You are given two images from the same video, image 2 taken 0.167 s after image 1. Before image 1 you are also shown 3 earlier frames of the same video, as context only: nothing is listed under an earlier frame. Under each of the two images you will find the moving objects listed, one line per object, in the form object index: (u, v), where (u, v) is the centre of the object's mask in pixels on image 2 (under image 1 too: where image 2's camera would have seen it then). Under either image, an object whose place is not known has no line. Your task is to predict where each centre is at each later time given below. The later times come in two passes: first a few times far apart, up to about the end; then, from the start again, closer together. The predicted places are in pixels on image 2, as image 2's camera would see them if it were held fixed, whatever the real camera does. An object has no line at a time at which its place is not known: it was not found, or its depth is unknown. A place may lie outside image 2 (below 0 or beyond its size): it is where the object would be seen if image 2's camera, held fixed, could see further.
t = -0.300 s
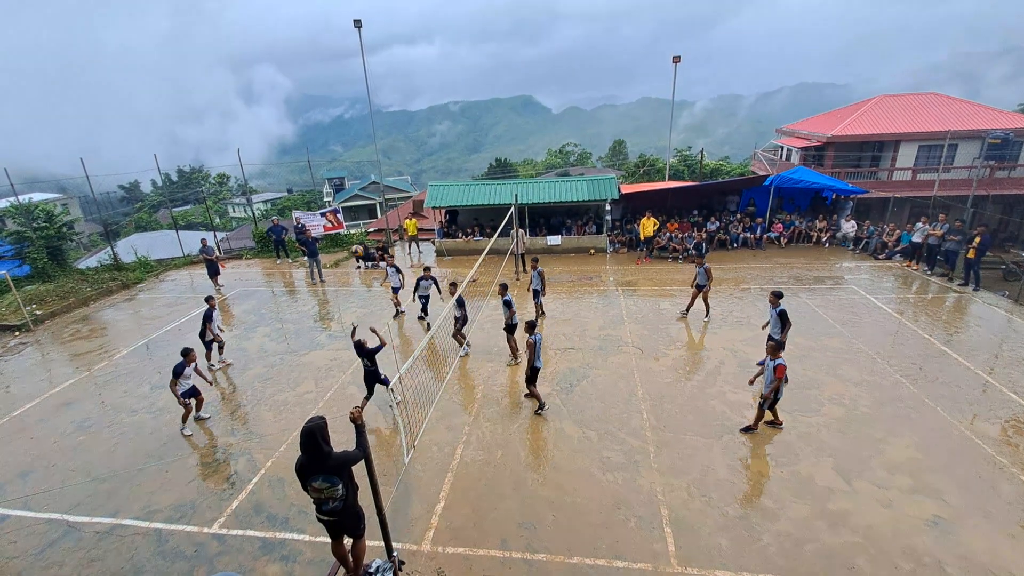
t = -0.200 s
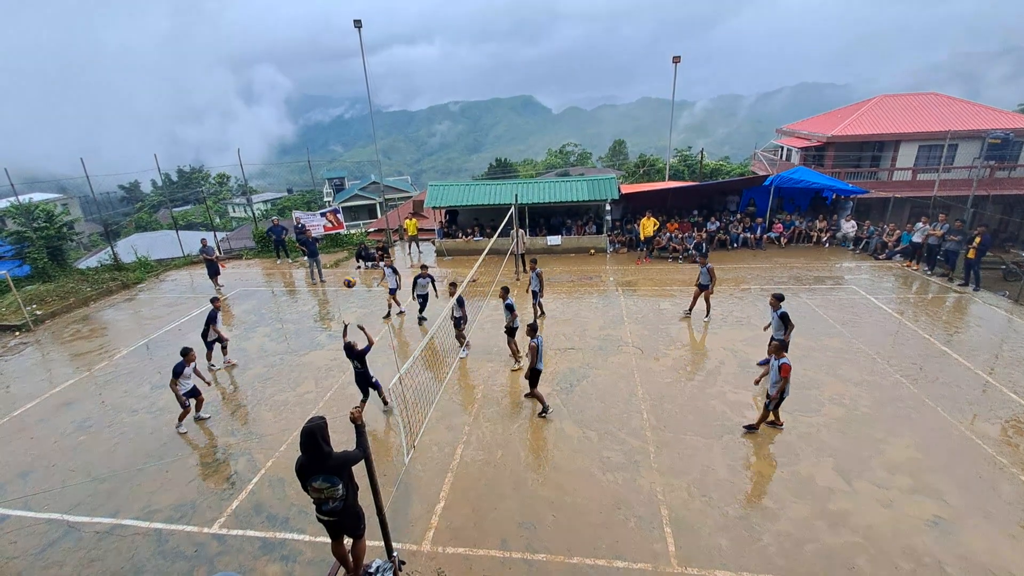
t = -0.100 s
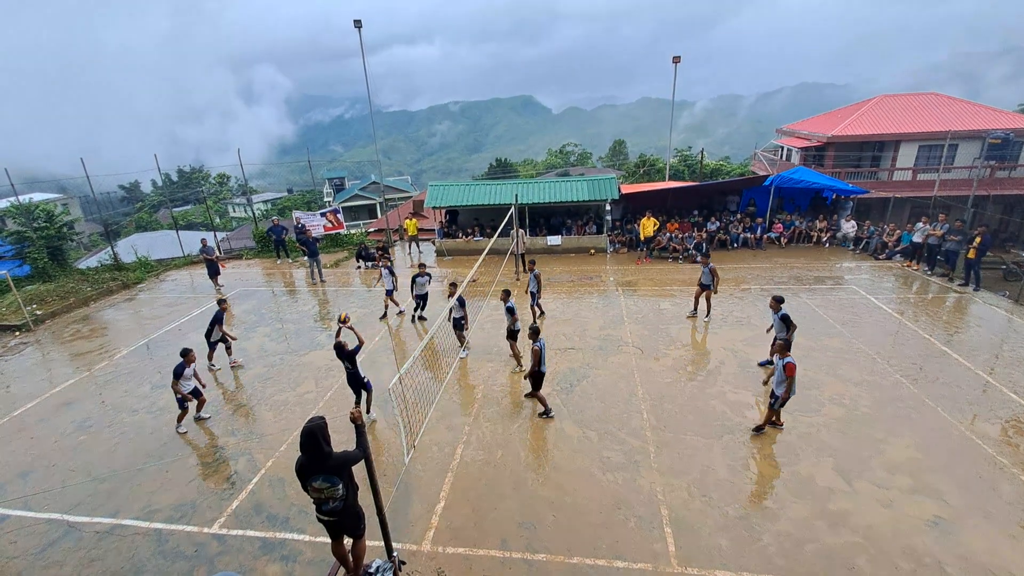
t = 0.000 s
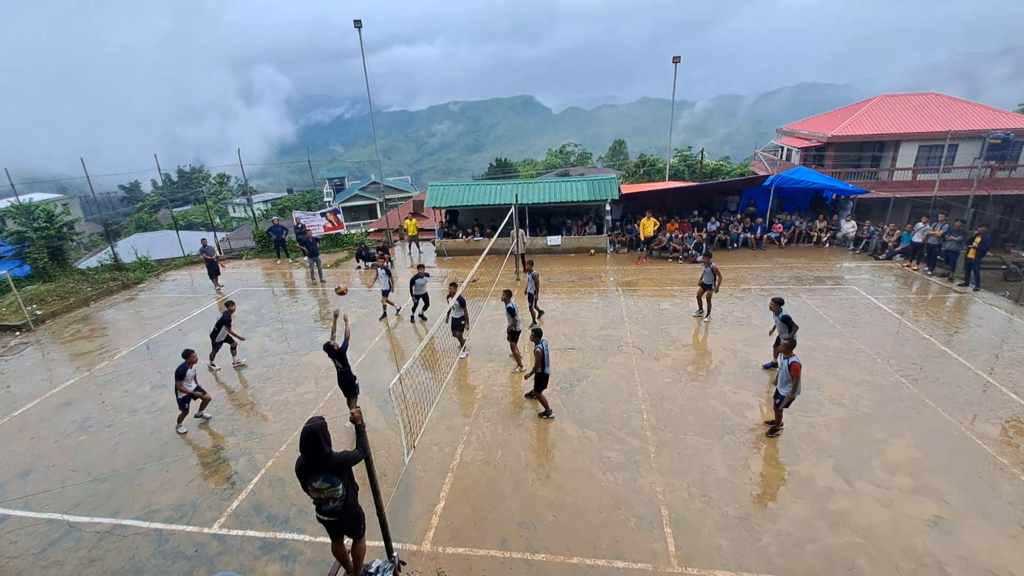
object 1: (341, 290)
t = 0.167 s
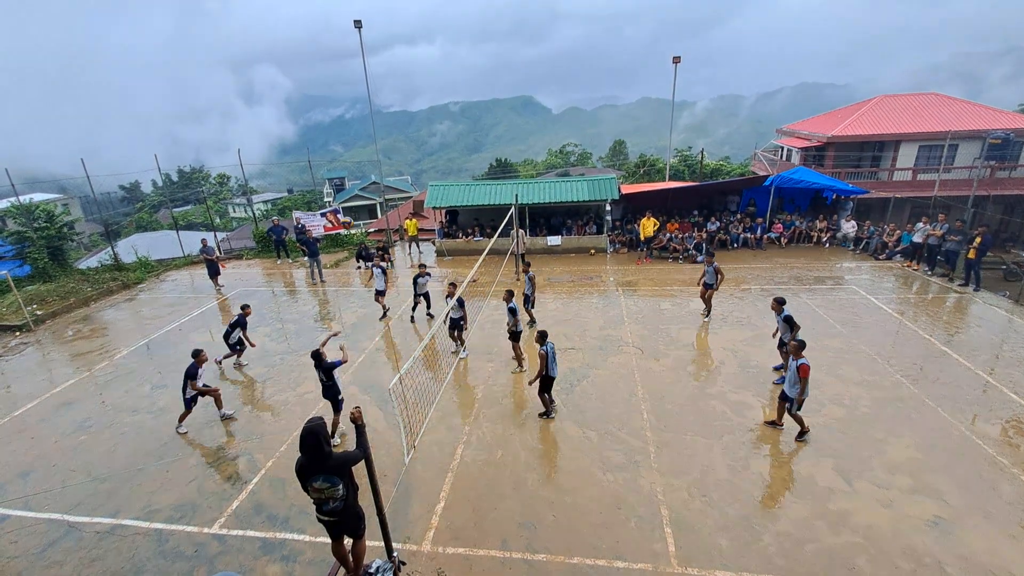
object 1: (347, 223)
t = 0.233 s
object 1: (350, 201)
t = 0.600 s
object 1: (372, 133)
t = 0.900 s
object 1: (396, 139)
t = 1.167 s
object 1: (420, 182)
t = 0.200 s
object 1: (349, 211)
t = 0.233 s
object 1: (350, 201)
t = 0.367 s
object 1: (357, 166)
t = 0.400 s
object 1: (359, 159)
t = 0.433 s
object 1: (361, 153)
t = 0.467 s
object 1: (363, 147)
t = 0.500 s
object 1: (365, 143)
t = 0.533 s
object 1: (368, 139)
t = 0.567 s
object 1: (370, 136)
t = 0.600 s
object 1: (372, 133)
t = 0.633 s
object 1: (375, 131)
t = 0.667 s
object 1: (378, 130)
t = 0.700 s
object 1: (380, 130)
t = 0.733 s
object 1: (383, 130)
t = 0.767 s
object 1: (385, 131)
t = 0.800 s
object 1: (388, 132)
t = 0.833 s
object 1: (391, 134)
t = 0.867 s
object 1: (393, 136)
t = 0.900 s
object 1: (396, 139)
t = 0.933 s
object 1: (399, 143)
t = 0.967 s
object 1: (402, 147)
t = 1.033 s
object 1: (408, 157)
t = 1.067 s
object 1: (411, 163)
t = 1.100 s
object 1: (413, 169)
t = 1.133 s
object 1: (417, 175)
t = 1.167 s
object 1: (420, 182)
